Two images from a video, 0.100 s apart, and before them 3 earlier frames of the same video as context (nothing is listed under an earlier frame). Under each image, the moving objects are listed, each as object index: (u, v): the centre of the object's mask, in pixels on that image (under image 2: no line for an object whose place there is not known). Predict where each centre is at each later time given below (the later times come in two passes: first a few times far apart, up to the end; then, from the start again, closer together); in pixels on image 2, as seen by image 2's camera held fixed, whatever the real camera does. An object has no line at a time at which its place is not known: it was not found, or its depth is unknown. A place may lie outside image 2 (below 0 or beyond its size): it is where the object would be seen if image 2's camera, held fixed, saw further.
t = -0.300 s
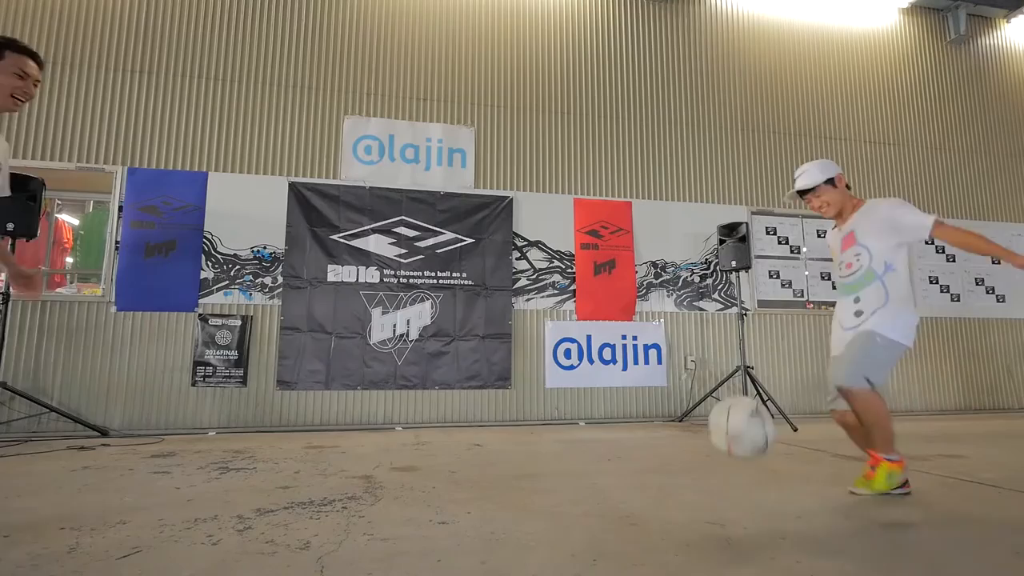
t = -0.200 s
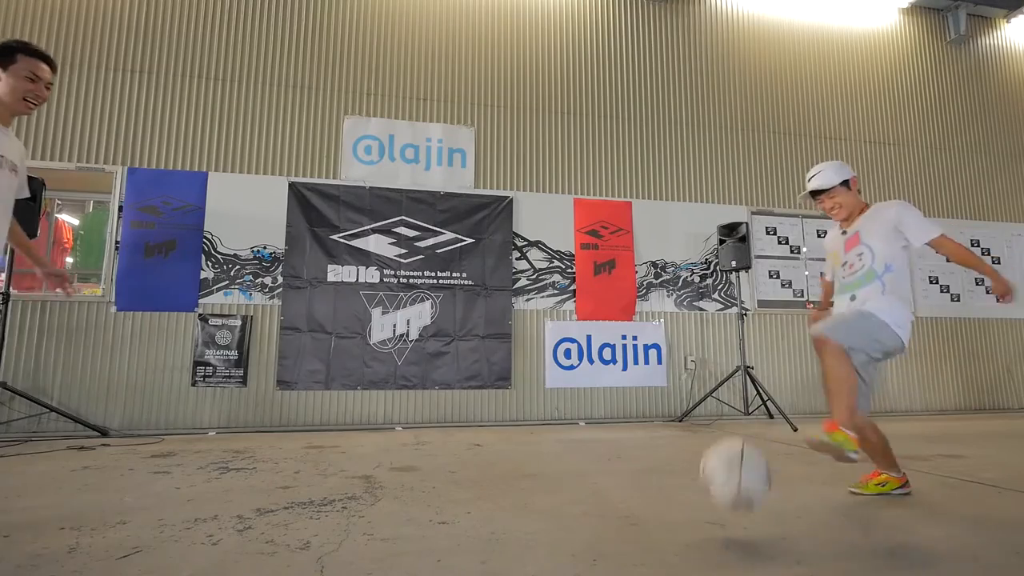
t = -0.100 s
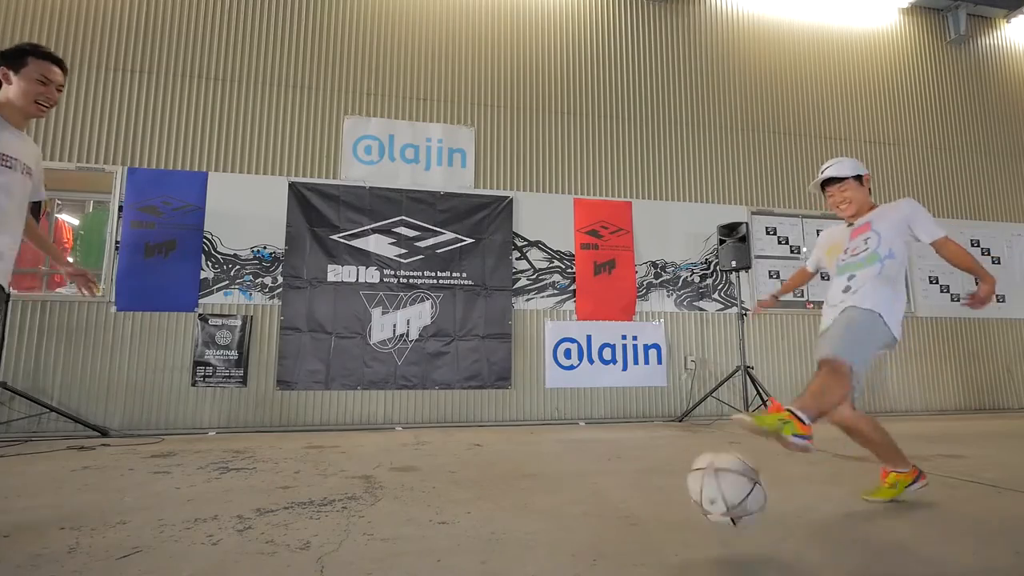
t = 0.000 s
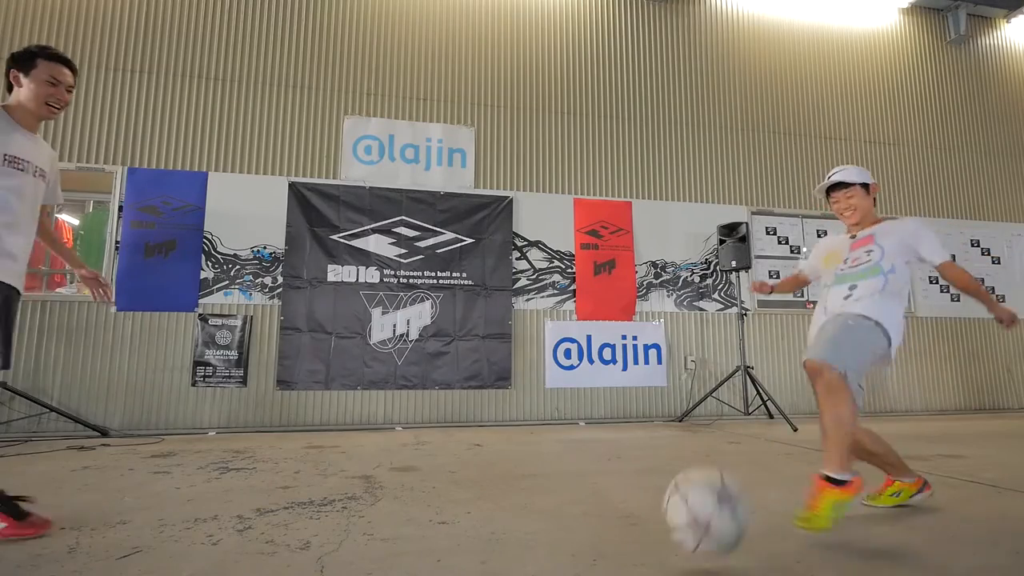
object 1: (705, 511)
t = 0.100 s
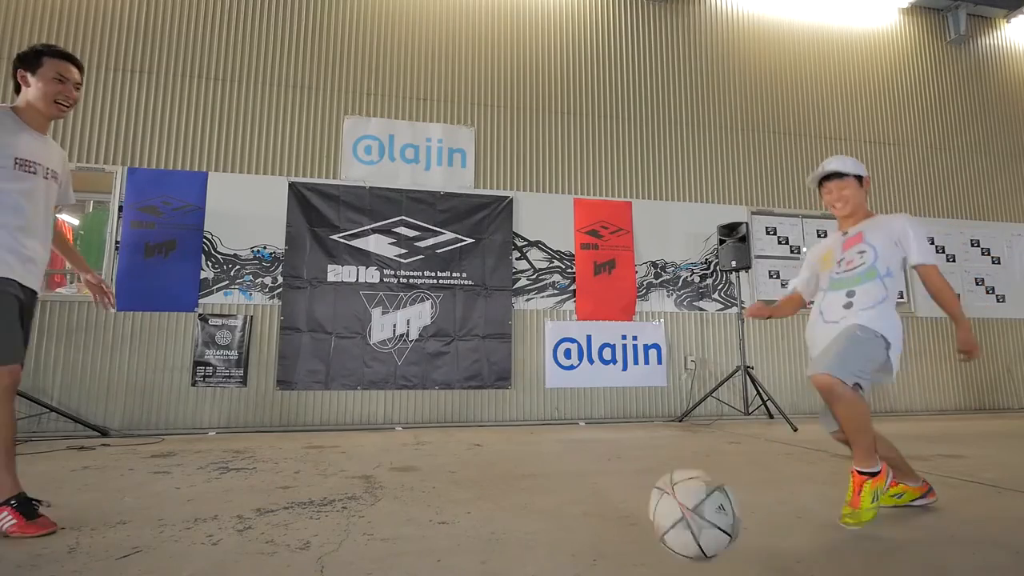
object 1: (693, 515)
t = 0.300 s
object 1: (687, 542)
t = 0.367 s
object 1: (684, 550)
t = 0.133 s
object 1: (693, 510)
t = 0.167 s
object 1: (692, 509)
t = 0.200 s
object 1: (691, 512)
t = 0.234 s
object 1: (690, 522)
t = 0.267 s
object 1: (688, 533)
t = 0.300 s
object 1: (687, 542)
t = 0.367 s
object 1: (684, 550)
